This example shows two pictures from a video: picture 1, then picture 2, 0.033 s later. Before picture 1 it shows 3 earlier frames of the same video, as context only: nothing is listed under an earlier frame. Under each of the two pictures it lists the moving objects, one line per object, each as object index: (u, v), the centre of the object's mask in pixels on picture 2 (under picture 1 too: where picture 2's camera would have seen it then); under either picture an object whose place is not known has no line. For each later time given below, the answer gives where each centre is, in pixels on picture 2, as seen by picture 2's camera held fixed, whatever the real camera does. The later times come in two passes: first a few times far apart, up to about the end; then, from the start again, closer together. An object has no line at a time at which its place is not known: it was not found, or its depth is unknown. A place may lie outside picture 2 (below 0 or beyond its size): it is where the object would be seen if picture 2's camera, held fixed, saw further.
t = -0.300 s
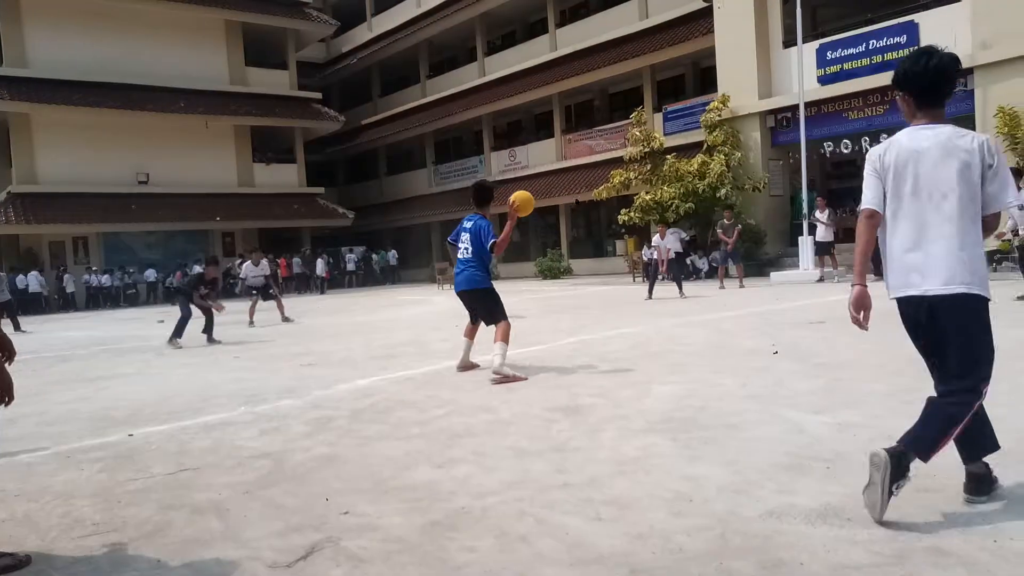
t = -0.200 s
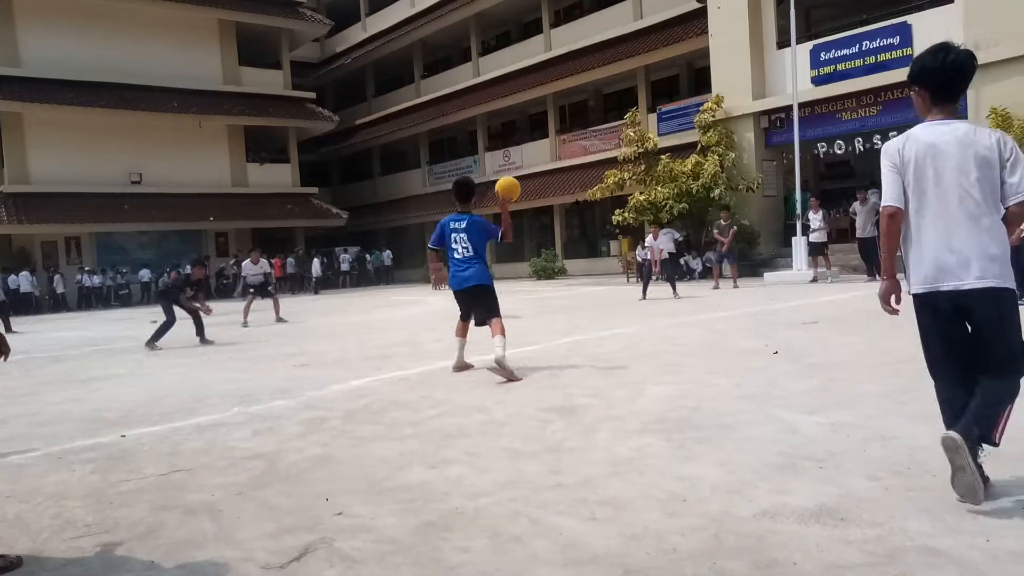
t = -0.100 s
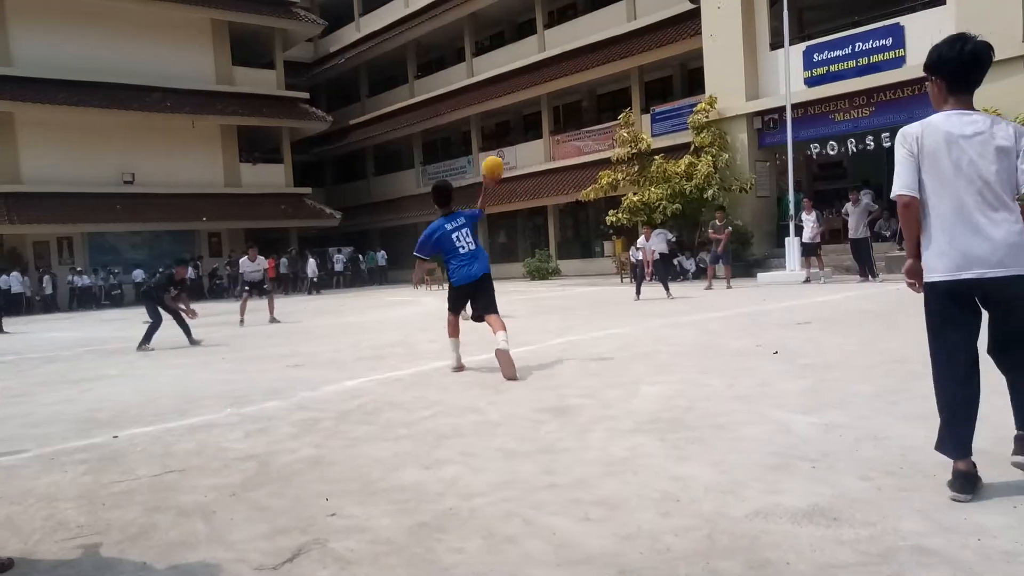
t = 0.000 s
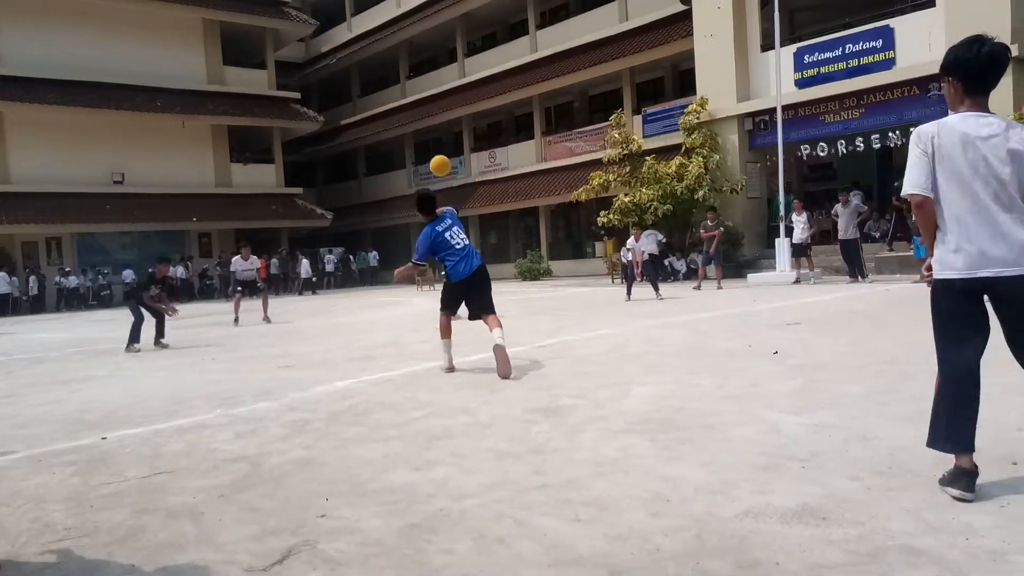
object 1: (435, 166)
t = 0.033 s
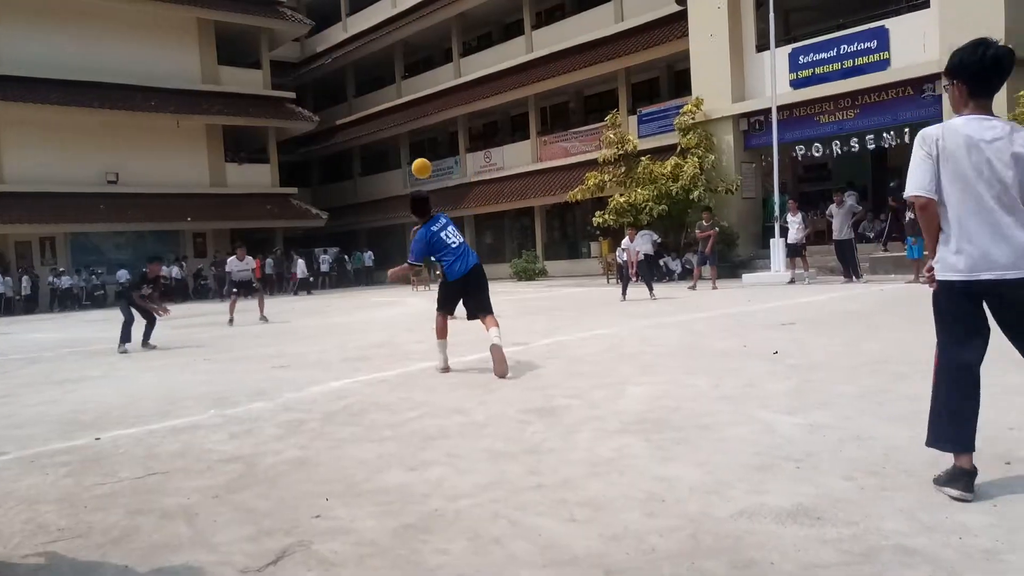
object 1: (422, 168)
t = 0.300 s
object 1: (351, 209)
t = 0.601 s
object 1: (316, 282)
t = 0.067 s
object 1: (409, 172)
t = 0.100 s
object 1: (398, 176)
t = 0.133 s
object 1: (388, 180)
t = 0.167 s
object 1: (378, 185)
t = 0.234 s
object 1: (364, 196)
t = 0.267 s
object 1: (357, 202)
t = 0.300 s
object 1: (351, 209)
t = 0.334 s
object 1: (346, 216)
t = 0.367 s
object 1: (340, 224)
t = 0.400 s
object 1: (337, 231)
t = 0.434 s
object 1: (333, 239)
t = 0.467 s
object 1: (329, 247)
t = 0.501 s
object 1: (325, 255)
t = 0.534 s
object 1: (323, 264)
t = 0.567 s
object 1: (319, 273)
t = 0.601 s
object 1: (316, 282)
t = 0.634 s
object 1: (314, 290)
